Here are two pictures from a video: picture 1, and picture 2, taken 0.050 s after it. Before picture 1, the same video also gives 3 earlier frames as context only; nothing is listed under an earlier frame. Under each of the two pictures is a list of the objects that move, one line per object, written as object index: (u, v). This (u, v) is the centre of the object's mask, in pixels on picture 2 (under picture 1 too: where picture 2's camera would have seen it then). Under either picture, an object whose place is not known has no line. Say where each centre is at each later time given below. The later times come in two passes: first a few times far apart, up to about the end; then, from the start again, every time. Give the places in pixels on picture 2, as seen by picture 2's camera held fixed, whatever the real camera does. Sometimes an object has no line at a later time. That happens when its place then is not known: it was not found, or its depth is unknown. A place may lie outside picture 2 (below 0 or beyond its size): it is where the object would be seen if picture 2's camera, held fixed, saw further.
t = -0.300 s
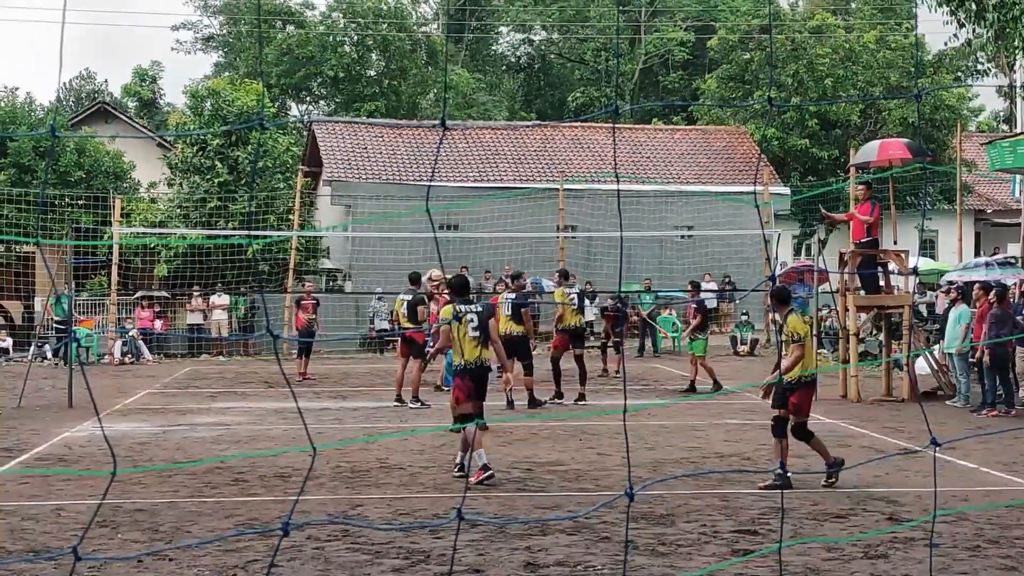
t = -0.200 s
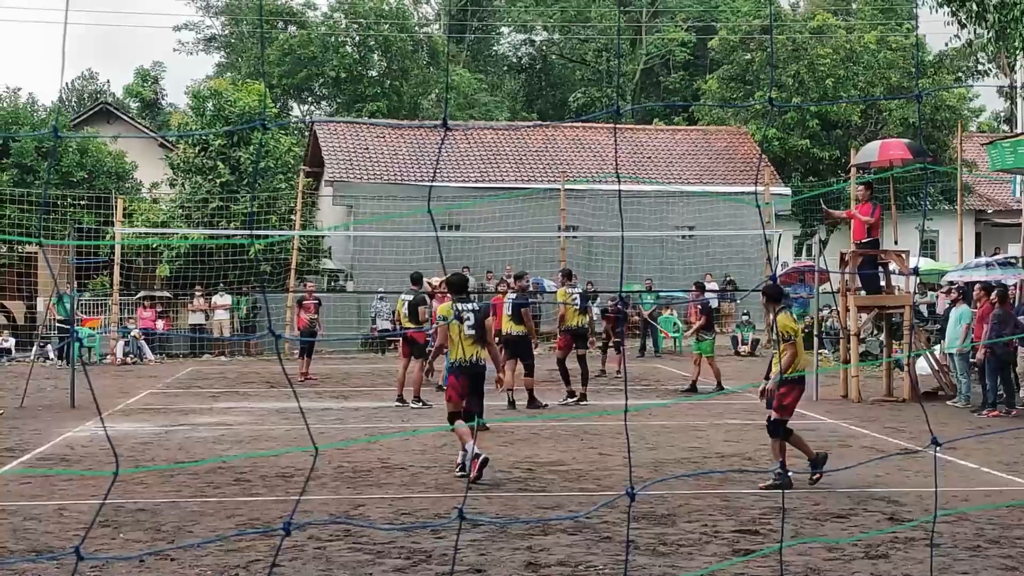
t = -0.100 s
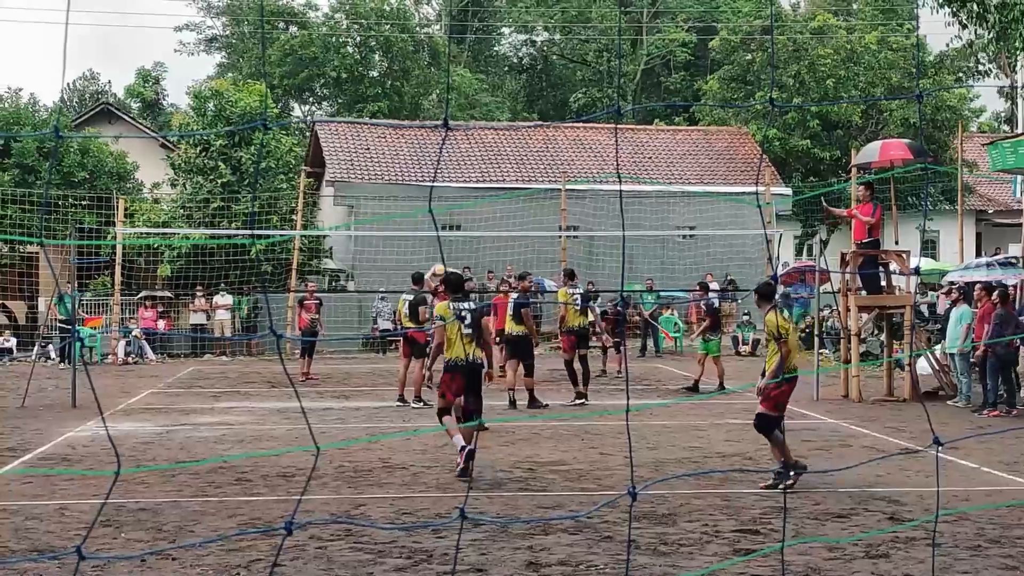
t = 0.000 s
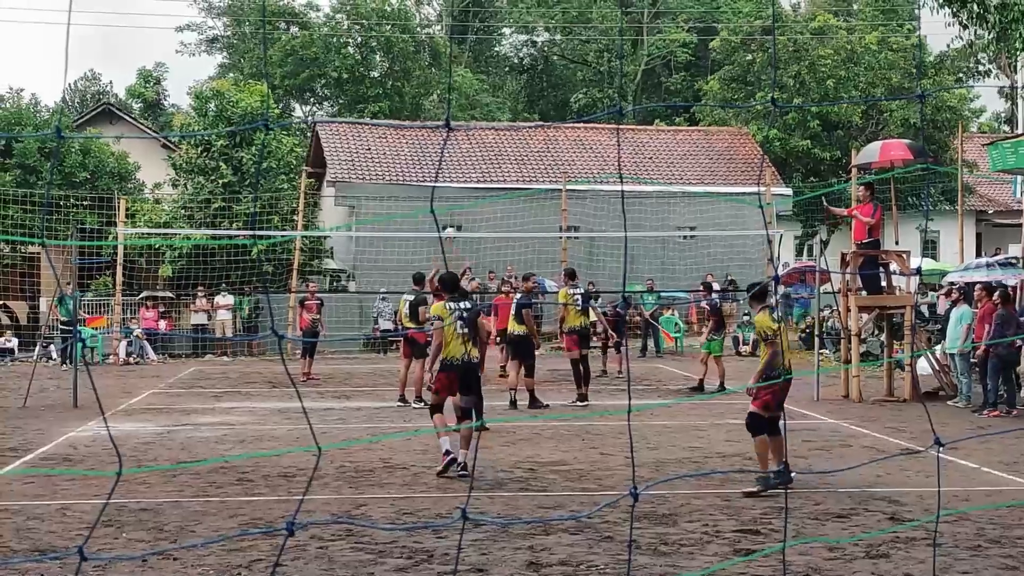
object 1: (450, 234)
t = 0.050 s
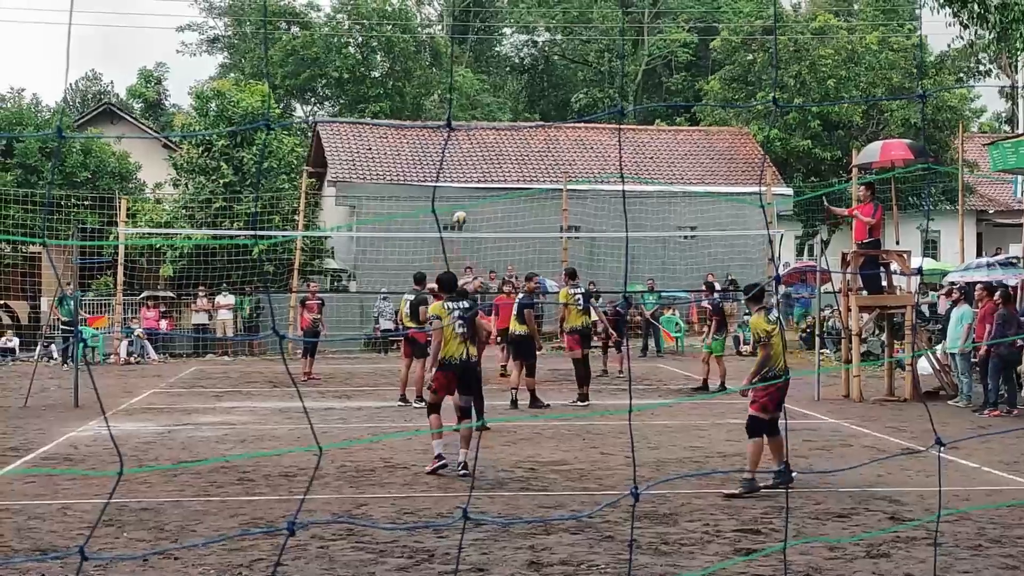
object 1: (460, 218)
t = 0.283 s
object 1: (506, 160)
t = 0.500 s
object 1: (560, 133)
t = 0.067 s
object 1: (463, 213)
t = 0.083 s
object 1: (466, 208)
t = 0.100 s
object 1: (469, 203)
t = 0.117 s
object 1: (472, 198)
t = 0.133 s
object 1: (475, 194)
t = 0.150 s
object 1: (478, 191)
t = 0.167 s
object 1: (482, 186)
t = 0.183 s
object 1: (487, 182)
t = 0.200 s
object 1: (489, 177)
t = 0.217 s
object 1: (491, 175)
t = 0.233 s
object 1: (496, 170)
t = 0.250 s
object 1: (499, 167)
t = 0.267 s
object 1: (503, 163)
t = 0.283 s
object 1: (506, 160)
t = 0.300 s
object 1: (510, 157)
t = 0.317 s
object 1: (513, 154)
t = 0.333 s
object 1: (516, 151)
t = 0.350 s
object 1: (521, 149)
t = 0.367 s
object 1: (526, 145)
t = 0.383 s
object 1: (529, 144)
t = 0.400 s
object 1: (533, 140)
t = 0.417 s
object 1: (537, 138)
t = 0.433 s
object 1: (542, 137)
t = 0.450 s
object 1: (546, 136)
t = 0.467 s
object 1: (551, 135)
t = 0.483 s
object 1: (555, 134)
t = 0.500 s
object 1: (560, 133)
